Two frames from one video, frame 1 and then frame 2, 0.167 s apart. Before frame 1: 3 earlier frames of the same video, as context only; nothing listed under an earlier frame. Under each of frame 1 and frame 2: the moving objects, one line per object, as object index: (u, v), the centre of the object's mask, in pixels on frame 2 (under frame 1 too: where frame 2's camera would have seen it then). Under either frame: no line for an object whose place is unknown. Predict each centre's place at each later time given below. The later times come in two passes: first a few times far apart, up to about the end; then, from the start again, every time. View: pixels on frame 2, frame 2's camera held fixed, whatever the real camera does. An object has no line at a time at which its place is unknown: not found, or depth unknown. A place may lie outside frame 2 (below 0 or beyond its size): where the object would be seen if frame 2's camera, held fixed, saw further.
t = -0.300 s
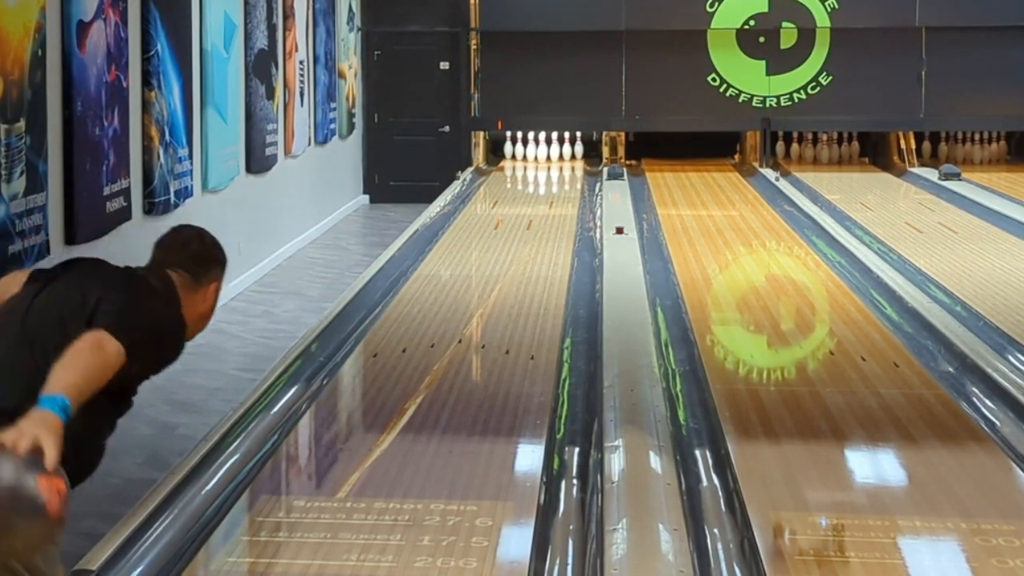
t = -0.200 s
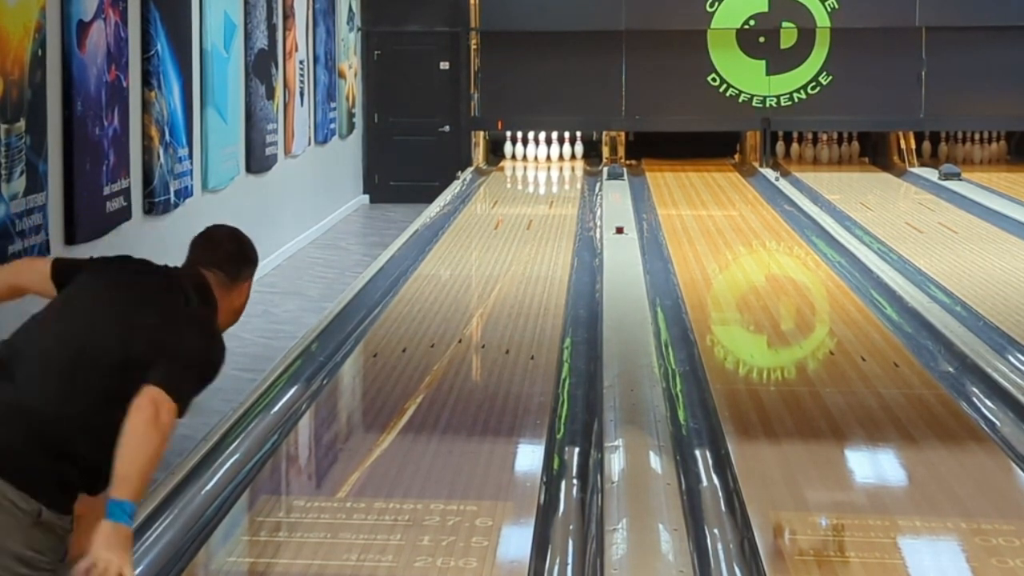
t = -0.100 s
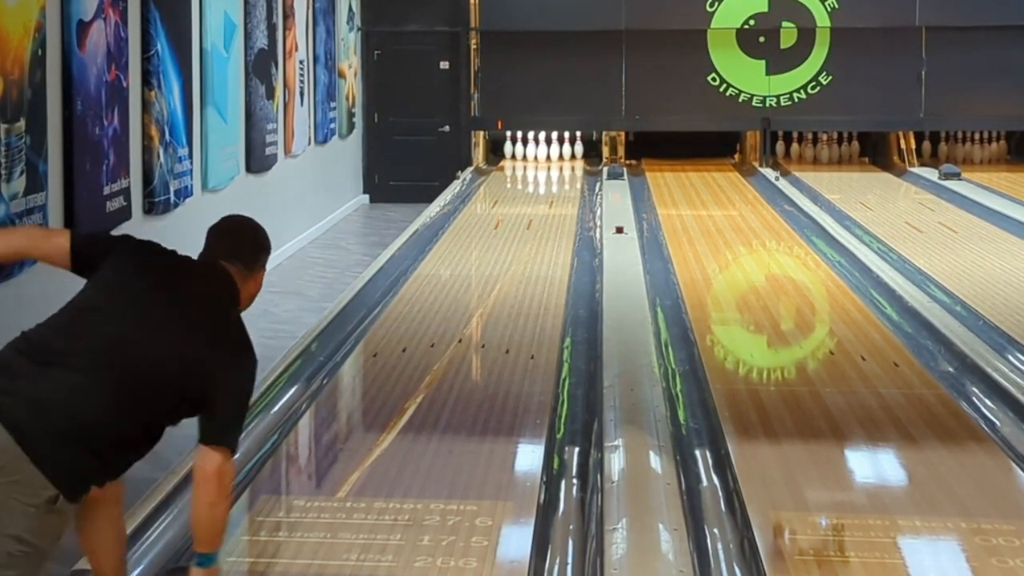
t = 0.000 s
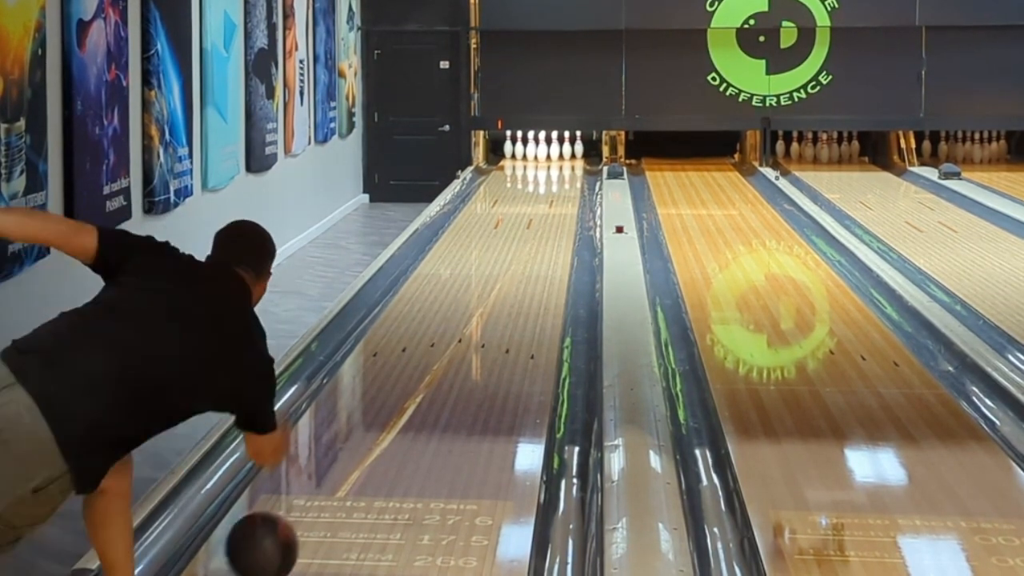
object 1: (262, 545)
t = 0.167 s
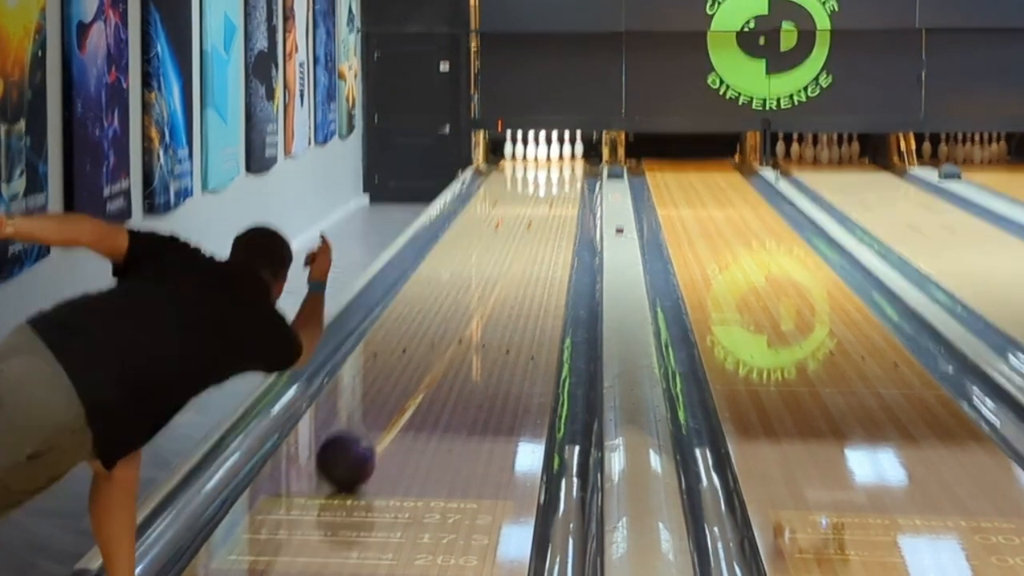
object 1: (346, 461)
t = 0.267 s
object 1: (382, 417)
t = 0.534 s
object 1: (450, 336)
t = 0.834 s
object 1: (498, 277)
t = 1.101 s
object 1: (526, 243)
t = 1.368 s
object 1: (545, 217)
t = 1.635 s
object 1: (557, 197)
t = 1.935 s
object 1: (563, 180)
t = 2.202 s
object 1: (561, 169)
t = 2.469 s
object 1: (554, 159)
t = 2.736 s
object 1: (557, 153)
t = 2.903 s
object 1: (559, 151)
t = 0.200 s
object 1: (359, 445)
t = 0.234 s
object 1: (371, 431)
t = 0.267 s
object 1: (382, 417)
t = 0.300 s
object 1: (393, 405)
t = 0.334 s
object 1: (402, 393)
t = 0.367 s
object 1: (411, 382)
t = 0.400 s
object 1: (421, 372)
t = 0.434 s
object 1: (428, 362)
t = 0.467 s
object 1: (436, 353)
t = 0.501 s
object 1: (444, 344)
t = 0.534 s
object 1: (450, 336)
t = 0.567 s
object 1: (457, 328)
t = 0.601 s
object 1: (463, 321)
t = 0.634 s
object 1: (469, 313)
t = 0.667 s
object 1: (474, 307)
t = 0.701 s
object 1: (479, 300)
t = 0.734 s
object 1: (485, 294)
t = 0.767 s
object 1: (489, 288)
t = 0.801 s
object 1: (494, 283)
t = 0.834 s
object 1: (498, 277)
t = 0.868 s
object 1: (502, 273)
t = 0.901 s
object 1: (506, 268)
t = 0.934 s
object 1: (510, 263)
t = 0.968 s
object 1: (513, 259)
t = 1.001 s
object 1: (517, 254)
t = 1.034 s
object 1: (520, 250)
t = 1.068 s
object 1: (523, 246)
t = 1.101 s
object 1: (526, 243)
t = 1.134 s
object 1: (529, 239)
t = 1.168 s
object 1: (531, 235)
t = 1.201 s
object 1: (534, 232)
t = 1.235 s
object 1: (537, 228)
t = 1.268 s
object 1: (539, 225)
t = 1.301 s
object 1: (541, 223)
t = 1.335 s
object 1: (543, 219)
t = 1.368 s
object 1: (545, 217)
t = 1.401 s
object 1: (547, 214)
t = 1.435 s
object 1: (549, 212)
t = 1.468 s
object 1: (550, 209)
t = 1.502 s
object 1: (552, 206)
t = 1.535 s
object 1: (553, 204)
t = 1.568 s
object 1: (554, 202)
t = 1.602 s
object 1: (556, 200)
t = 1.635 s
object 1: (557, 197)
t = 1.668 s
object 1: (558, 195)
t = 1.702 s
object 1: (559, 193)
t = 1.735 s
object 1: (560, 191)
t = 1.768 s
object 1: (561, 189)
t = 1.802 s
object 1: (562, 187)
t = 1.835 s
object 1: (562, 185)
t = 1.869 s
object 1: (563, 183)
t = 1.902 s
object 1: (563, 182)
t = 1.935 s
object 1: (563, 180)
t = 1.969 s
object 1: (563, 178)
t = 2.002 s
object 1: (563, 177)
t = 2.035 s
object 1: (563, 175)
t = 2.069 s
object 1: (563, 174)
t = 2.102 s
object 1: (563, 173)
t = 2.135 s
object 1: (562, 171)
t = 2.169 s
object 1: (562, 170)
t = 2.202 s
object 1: (561, 169)
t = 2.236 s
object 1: (561, 167)
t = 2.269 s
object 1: (560, 166)
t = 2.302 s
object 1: (559, 165)
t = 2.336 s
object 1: (558, 164)
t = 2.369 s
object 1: (557, 163)
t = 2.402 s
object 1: (556, 161)
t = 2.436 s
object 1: (555, 160)
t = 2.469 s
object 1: (554, 159)
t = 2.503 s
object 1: (554, 157)
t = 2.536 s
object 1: (552, 157)
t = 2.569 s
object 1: (553, 157)
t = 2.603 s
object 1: (554, 154)
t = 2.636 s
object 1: (555, 154)
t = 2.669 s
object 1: (555, 154)
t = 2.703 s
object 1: (556, 152)
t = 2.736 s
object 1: (557, 153)
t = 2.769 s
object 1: (558, 152)
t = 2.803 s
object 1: (558, 151)
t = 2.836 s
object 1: (559, 151)
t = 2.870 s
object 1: (559, 150)
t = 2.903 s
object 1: (559, 151)
